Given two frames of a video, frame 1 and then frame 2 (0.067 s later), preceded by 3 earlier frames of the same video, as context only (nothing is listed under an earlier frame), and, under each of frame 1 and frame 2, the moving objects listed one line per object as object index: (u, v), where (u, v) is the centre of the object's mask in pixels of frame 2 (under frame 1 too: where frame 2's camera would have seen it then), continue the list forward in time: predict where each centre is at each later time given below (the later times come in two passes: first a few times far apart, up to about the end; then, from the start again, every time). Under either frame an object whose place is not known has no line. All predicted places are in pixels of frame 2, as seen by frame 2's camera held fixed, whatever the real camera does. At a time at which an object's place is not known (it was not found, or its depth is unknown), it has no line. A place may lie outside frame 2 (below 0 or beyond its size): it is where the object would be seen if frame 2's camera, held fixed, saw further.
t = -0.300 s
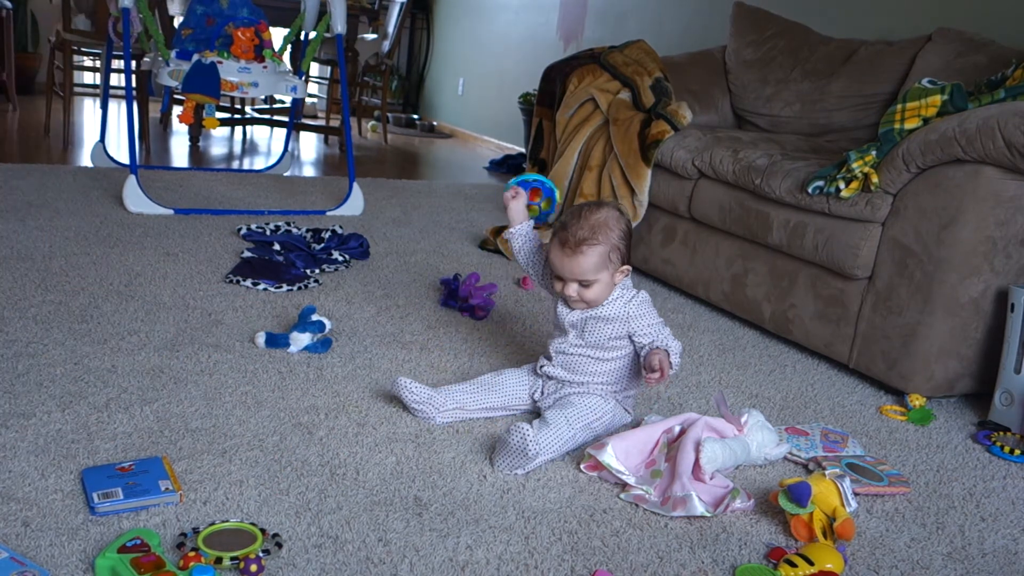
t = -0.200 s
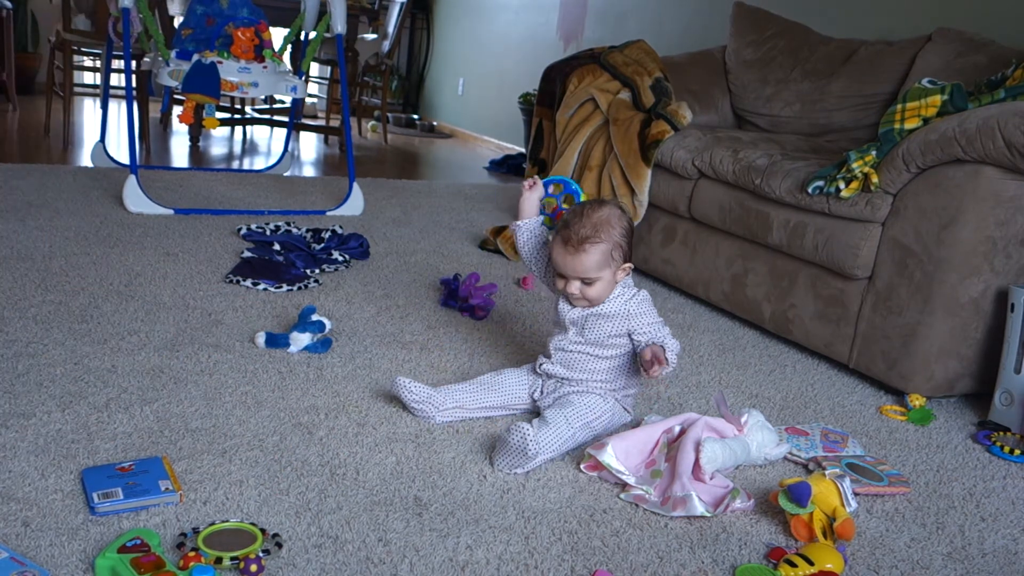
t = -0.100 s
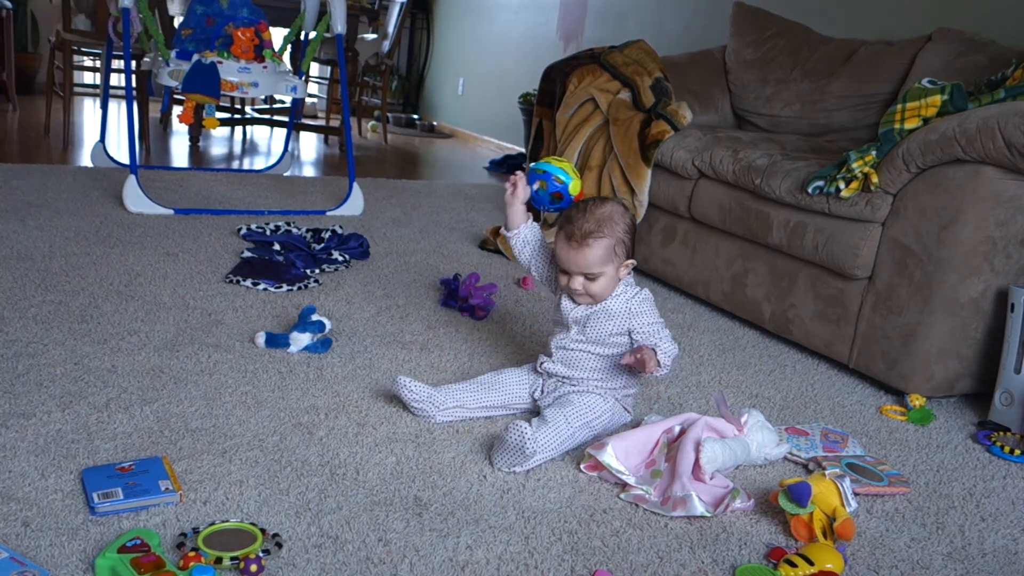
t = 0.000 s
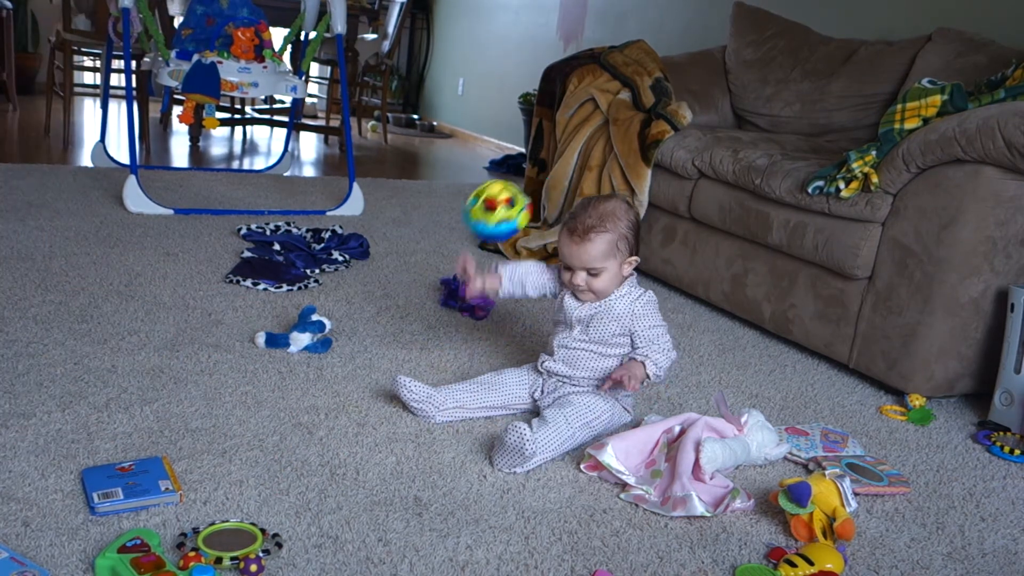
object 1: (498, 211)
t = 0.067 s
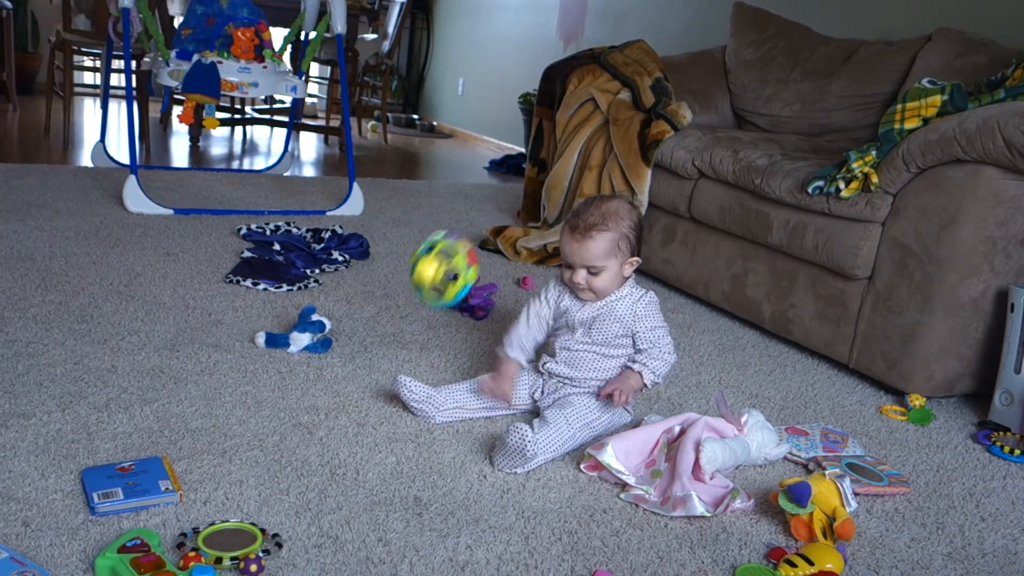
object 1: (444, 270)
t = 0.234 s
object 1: (284, 450)
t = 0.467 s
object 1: (55, 549)
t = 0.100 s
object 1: (411, 311)
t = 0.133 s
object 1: (373, 367)
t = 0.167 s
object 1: (331, 434)
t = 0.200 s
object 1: (302, 466)
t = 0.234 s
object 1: (284, 450)
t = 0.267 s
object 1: (254, 440)
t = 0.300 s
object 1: (227, 433)
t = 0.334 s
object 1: (201, 439)
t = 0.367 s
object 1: (166, 461)
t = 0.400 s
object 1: (127, 487)
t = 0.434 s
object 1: (89, 520)
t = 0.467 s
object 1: (55, 549)
